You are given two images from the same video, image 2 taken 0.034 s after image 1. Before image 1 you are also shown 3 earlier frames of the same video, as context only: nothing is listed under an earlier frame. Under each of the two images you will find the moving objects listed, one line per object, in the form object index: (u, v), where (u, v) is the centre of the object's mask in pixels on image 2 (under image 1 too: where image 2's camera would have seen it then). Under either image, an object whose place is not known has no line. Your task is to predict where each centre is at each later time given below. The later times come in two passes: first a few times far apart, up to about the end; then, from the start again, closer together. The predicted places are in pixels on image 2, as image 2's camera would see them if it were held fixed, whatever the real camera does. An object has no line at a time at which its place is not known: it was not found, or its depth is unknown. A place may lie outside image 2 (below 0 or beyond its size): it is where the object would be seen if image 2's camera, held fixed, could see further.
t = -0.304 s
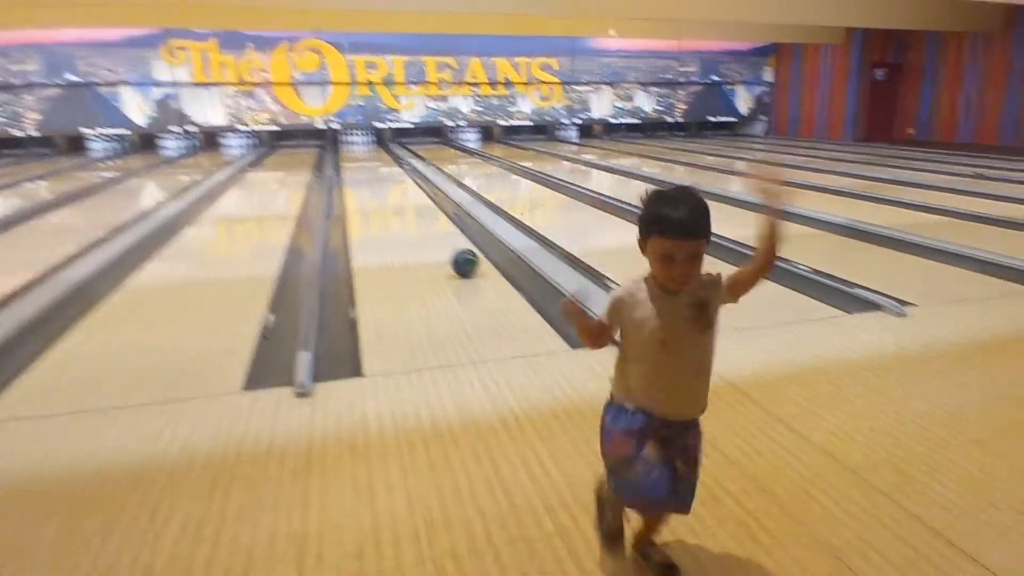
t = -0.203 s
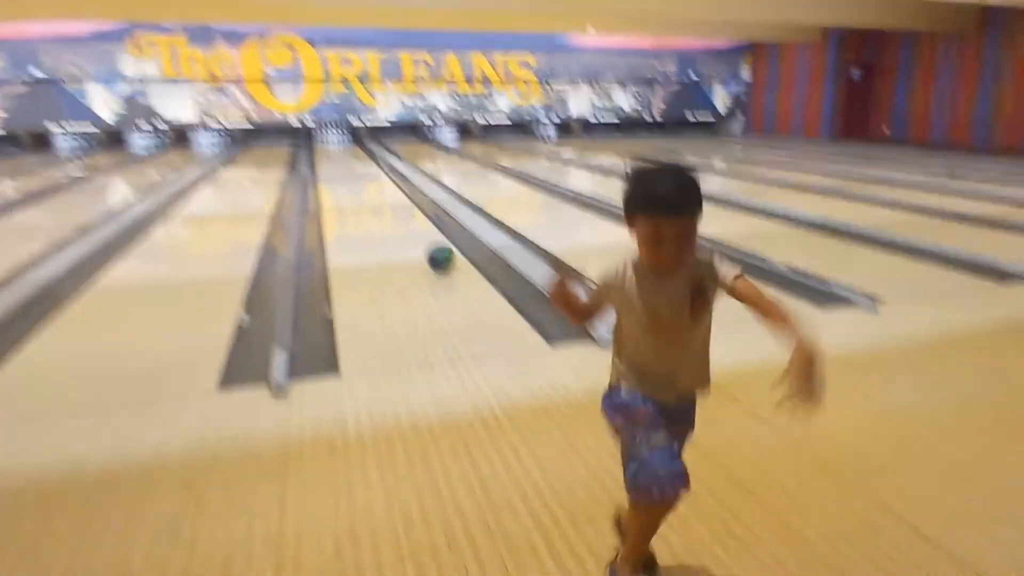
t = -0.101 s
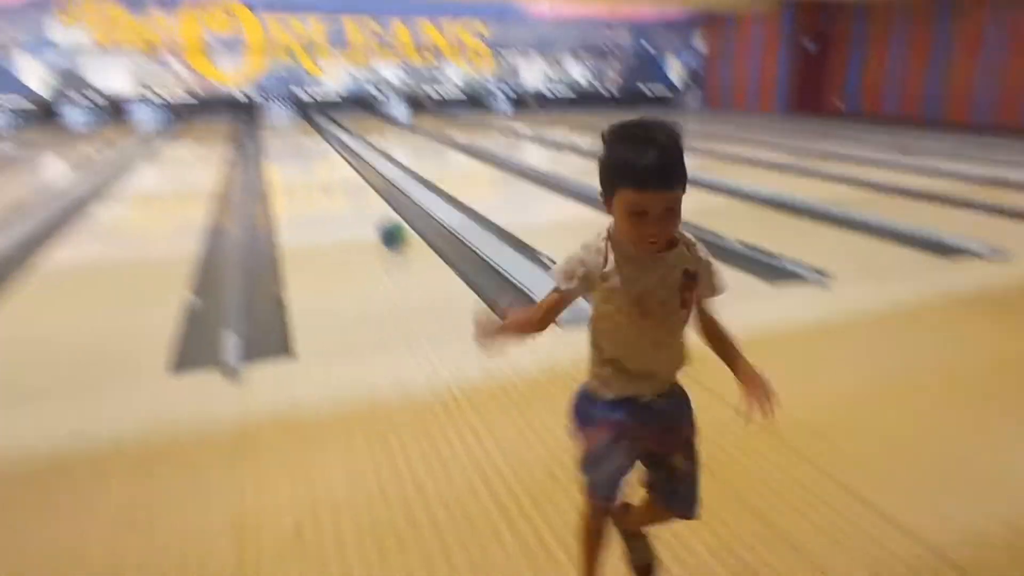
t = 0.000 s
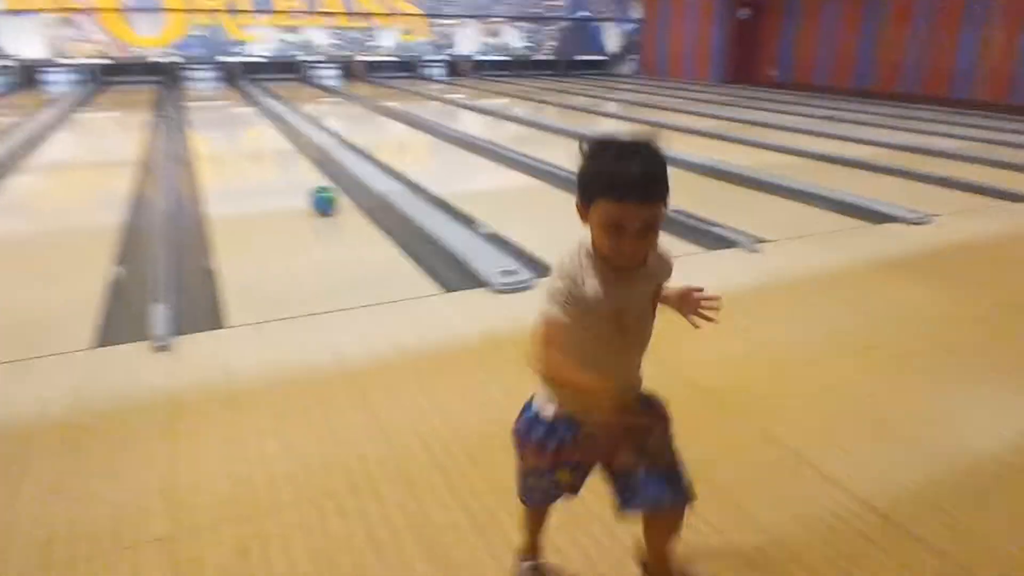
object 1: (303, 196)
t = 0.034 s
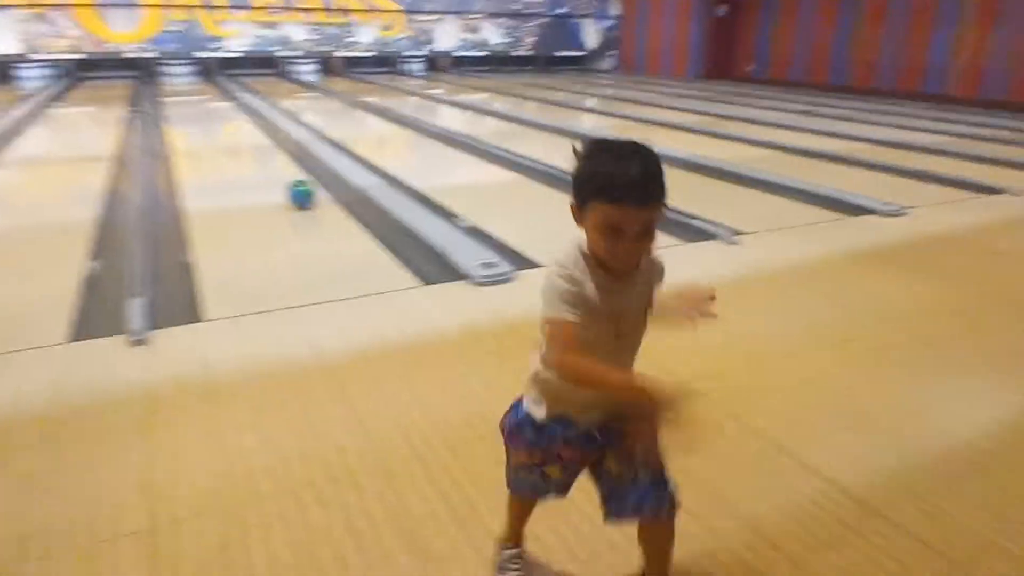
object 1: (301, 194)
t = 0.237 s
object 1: (297, 189)
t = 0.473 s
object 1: (292, 184)
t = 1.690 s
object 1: (271, 165)
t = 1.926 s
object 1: (266, 163)
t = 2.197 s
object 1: (264, 156)
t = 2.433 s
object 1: (260, 154)
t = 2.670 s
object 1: (254, 149)
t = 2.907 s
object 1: (249, 148)
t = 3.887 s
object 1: (234, 141)
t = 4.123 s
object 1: (230, 138)
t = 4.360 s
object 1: (225, 134)
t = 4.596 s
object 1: (217, 132)
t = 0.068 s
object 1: (300, 194)
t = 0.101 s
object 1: (300, 193)
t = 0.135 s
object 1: (299, 192)
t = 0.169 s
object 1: (298, 191)
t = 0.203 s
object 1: (297, 190)
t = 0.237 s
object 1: (297, 189)
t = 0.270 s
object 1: (296, 188)
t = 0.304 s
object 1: (296, 188)
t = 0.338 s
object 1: (295, 187)
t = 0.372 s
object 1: (294, 186)
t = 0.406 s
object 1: (293, 185)
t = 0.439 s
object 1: (293, 185)
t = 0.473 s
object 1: (292, 184)
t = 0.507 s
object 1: (292, 184)
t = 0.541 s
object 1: (291, 183)
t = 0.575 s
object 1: (290, 182)
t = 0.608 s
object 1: (289, 181)
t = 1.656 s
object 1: (271, 165)
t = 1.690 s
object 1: (271, 165)
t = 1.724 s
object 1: (269, 164)
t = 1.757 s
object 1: (269, 164)
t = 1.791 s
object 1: (269, 163)
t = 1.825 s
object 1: (268, 163)
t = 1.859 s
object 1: (267, 162)
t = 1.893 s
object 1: (266, 162)
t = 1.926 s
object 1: (266, 163)
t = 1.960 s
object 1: (265, 162)
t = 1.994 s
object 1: (265, 160)
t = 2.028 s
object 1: (264, 159)
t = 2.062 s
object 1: (264, 158)
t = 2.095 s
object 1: (264, 157)
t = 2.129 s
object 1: (264, 156)
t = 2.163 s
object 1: (264, 156)
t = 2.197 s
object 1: (264, 156)
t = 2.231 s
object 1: (263, 156)
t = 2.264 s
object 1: (263, 156)
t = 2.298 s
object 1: (262, 156)
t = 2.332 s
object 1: (262, 155)
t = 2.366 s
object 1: (261, 155)
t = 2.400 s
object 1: (260, 154)
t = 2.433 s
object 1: (260, 154)
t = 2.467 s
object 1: (258, 153)
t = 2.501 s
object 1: (258, 152)
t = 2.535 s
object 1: (257, 151)
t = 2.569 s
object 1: (257, 151)
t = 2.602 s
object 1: (257, 150)
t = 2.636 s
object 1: (255, 150)
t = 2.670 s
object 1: (254, 149)
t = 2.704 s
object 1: (254, 149)
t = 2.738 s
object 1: (252, 148)
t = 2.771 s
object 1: (252, 147)
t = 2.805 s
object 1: (251, 148)
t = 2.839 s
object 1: (250, 148)
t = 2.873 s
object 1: (250, 148)
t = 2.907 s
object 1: (249, 148)
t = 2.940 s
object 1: (248, 148)
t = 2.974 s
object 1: (247, 147)
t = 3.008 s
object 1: (246, 147)
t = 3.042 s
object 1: (245, 146)
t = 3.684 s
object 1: (237, 142)
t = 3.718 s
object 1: (236, 142)
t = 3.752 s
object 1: (236, 141)
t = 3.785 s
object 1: (235, 141)
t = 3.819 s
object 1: (234, 141)
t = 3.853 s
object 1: (234, 141)
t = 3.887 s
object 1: (234, 141)
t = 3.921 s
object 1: (233, 139)
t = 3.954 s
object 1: (232, 141)
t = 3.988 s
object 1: (231, 139)
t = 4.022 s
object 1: (230, 138)
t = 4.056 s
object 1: (230, 138)
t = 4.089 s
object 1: (230, 138)
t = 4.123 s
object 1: (230, 138)
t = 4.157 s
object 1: (229, 138)
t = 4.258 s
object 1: (228, 134)
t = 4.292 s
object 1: (228, 133)
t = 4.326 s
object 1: (227, 135)
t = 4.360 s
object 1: (225, 134)
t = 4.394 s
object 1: (223, 133)
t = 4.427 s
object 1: (223, 134)
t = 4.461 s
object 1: (221, 134)
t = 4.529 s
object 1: (219, 133)
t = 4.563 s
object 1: (218, 133)
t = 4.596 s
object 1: (217, 132)
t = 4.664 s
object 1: (216, 130)
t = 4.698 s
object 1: (215, 129)
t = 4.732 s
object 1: (215, 128)
